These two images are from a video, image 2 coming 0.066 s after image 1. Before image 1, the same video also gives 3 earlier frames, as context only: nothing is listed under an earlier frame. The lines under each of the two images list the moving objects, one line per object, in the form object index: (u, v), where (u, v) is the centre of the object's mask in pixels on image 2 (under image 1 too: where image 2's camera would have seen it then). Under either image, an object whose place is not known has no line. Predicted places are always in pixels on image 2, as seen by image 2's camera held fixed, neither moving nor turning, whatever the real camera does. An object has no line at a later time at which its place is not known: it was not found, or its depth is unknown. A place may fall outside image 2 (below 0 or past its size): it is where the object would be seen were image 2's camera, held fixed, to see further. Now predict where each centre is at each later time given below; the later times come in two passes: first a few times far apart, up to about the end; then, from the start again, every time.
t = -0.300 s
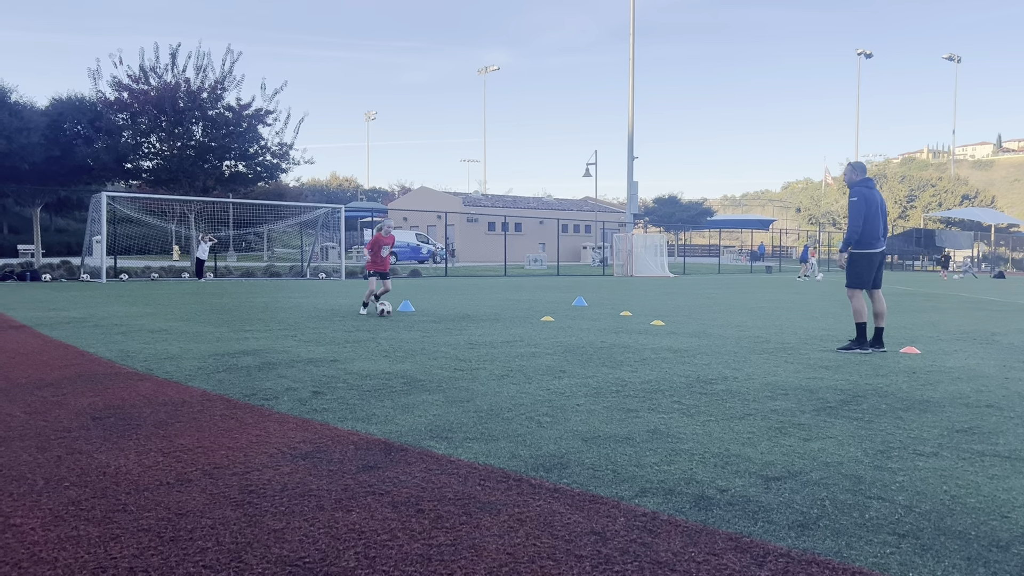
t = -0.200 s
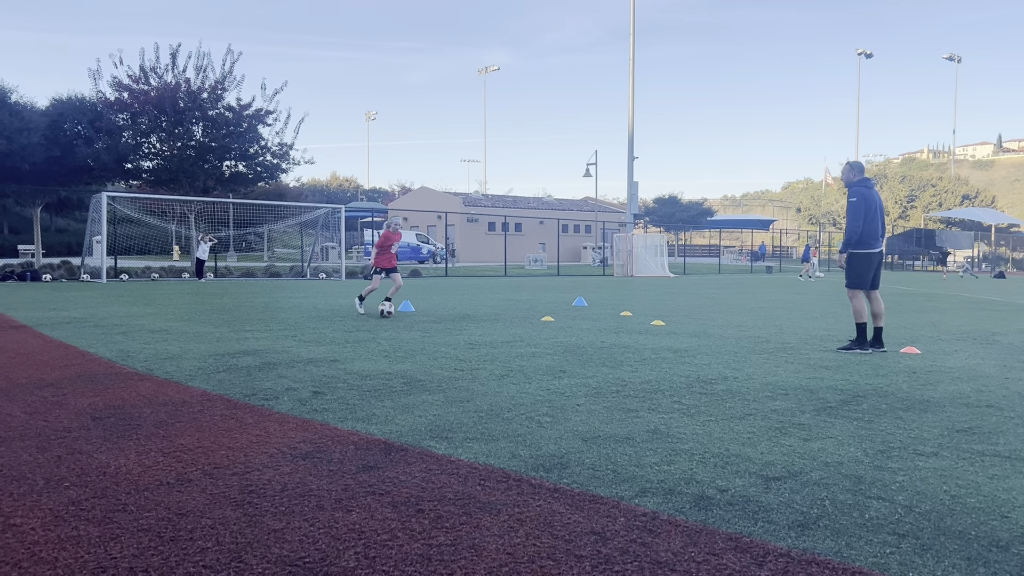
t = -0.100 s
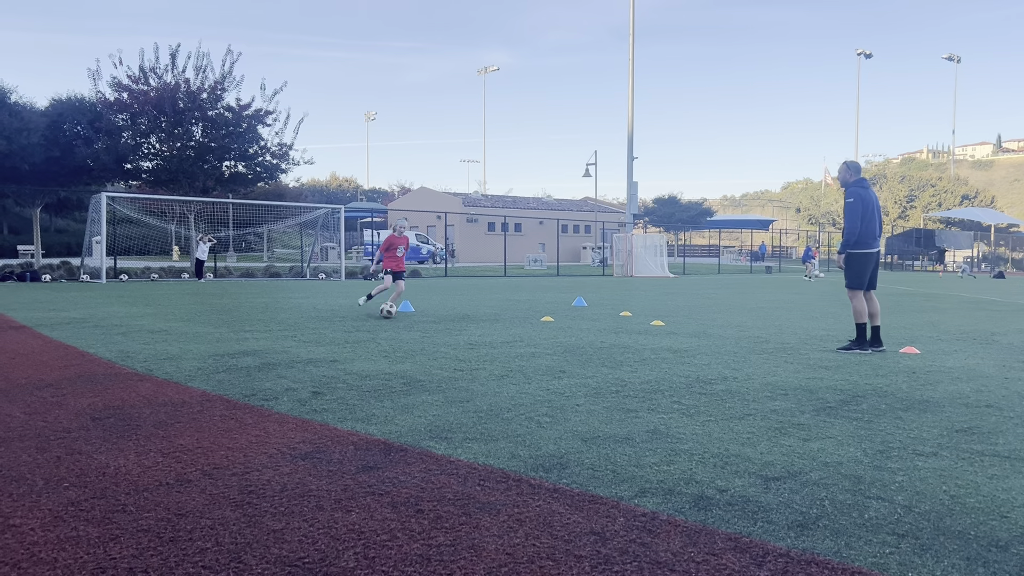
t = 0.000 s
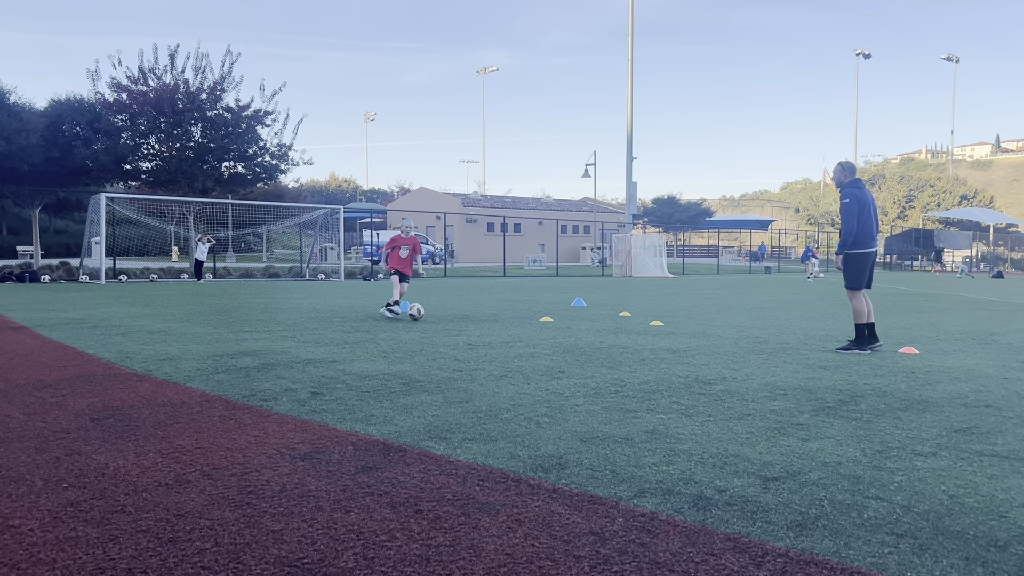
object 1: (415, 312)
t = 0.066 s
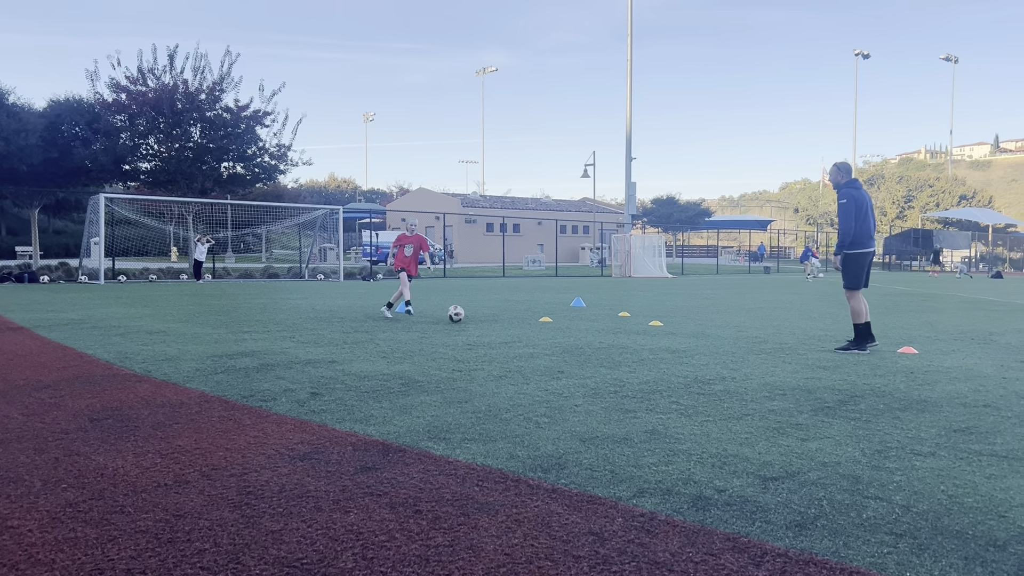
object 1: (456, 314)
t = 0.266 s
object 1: (579, 322)
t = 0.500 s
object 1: (724, 327)
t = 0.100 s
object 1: (476, 316)
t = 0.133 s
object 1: (497, 317)
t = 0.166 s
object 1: (517, 317)
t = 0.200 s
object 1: (537, 317)
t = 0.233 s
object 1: (558, 319)
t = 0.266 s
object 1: (579, 322)
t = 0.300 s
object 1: (599, 321)
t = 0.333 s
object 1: (620, 320)
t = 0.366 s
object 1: (640, 321)
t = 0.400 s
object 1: (661, 322)
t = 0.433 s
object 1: (683, 325)
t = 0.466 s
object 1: (705, 328)
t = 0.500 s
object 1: (724, 327)
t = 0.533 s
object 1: (744, 326)
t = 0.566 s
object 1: (764, 327)
